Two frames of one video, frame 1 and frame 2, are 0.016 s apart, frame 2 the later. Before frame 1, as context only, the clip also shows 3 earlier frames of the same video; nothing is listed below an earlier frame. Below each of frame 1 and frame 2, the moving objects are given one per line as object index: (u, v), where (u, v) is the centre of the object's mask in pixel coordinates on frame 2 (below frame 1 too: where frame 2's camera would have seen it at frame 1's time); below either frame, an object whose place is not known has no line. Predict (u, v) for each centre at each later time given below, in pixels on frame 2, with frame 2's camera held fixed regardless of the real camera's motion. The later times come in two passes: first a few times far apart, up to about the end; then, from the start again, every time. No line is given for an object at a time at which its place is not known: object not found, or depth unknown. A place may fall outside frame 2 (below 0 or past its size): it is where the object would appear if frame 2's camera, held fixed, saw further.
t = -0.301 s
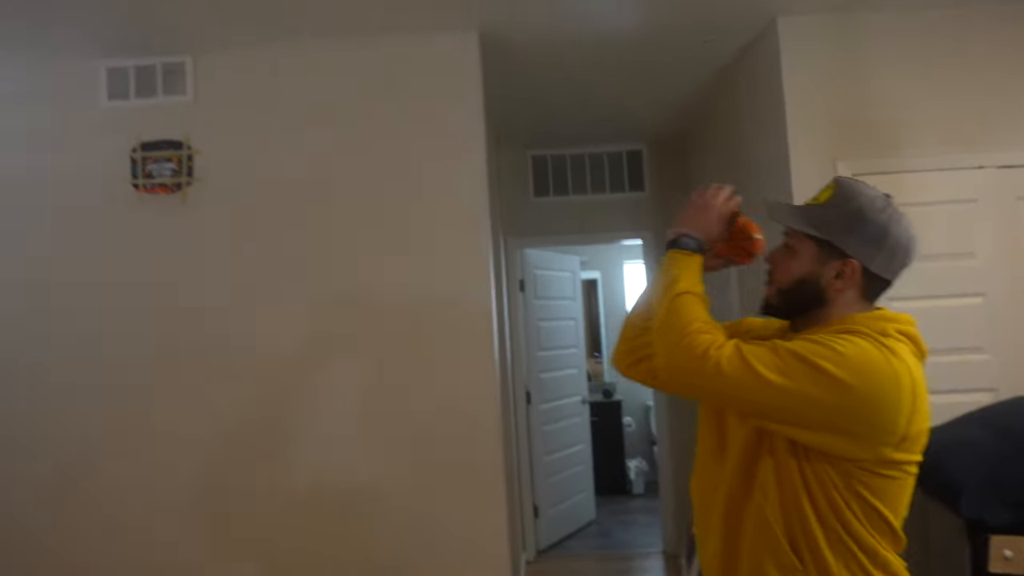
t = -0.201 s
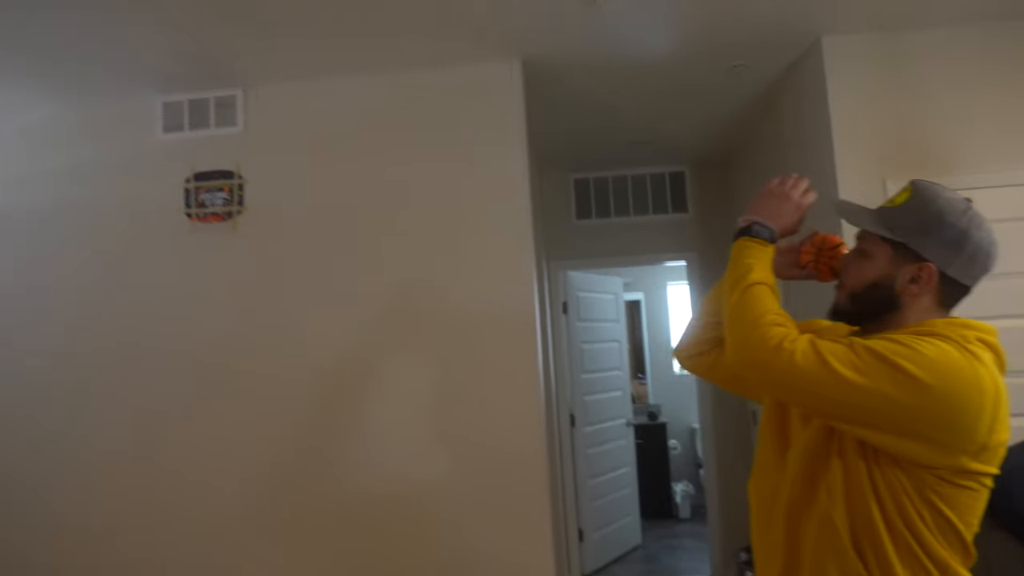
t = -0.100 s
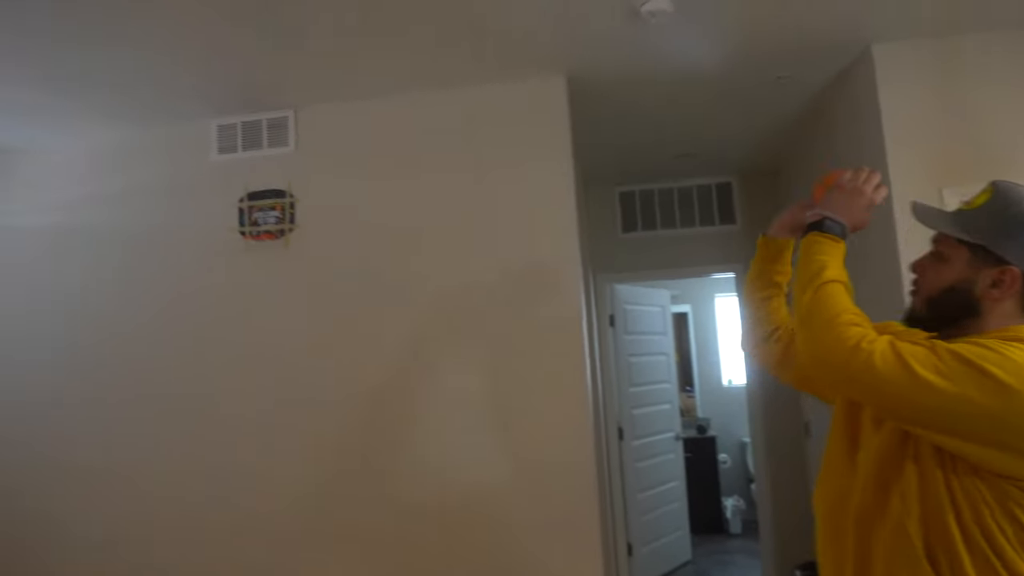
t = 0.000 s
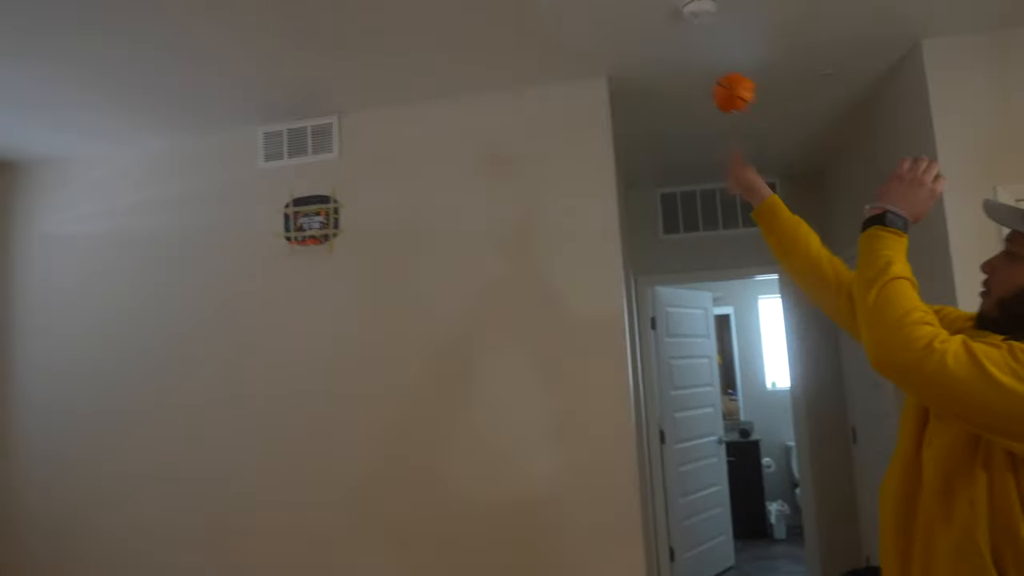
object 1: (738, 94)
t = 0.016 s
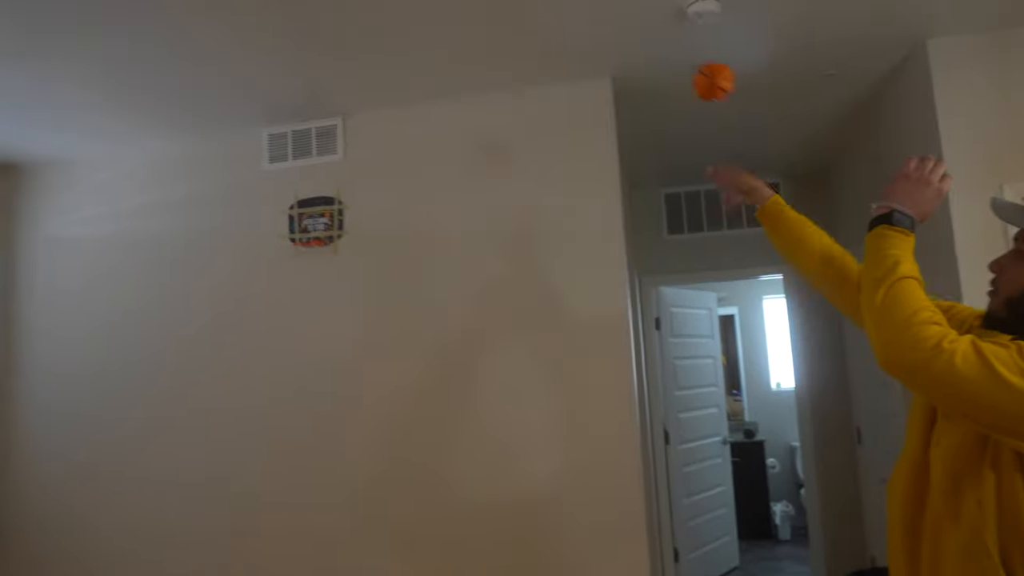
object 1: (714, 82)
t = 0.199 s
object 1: (513, 46)
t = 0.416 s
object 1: (376, 130)
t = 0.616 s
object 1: (301, 263)
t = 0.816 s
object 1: (272, 414)
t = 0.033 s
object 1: (690, 73)
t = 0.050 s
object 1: (667, 65)
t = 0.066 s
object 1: (645, 58)
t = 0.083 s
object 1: (626, 53)
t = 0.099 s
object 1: (608, 49)
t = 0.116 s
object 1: (590, 46)
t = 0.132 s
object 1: (573, 44)
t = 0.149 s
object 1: (557, 43)
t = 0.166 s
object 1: (542, 43)
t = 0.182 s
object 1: (527, 44)
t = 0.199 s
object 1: (513, 46)
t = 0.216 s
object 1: (500, 49)
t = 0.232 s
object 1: (487, 52)
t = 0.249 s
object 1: (475, 56)
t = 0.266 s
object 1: (463, 61)
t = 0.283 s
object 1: (452, 67)
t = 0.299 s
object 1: (441, 73)
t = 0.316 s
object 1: (431, 79)
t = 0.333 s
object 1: (421, 87)
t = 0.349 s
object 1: (411, 94)
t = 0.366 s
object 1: (402, 102)
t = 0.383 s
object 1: (393, 112)
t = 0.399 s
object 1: (384, 121)
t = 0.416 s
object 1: (376, 130)
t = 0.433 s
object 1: (367, 140)
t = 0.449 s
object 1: (359, 150)
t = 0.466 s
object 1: (352, 161)
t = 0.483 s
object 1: (344, 172)
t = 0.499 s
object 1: (337, 183)
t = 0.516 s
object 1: (330, 195)
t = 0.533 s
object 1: (323, 206)
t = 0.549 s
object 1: (317, 220)
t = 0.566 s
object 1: (311, 234)
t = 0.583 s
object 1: (304, 245)
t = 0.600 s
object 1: (304, 255)
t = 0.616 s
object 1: (301, 263)
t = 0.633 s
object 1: (299, 272)
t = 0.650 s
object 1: (296, 282)
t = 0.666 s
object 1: (294, 292)
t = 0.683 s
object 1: (291, 303)
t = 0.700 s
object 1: (289, 313)
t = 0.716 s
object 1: (287, 325)
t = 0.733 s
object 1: (285, 338)
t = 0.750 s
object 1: (282, 352)
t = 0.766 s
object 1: (279, 367)
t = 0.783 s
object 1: (277, 382)
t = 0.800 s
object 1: (274, 398)
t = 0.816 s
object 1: (272, 414)
